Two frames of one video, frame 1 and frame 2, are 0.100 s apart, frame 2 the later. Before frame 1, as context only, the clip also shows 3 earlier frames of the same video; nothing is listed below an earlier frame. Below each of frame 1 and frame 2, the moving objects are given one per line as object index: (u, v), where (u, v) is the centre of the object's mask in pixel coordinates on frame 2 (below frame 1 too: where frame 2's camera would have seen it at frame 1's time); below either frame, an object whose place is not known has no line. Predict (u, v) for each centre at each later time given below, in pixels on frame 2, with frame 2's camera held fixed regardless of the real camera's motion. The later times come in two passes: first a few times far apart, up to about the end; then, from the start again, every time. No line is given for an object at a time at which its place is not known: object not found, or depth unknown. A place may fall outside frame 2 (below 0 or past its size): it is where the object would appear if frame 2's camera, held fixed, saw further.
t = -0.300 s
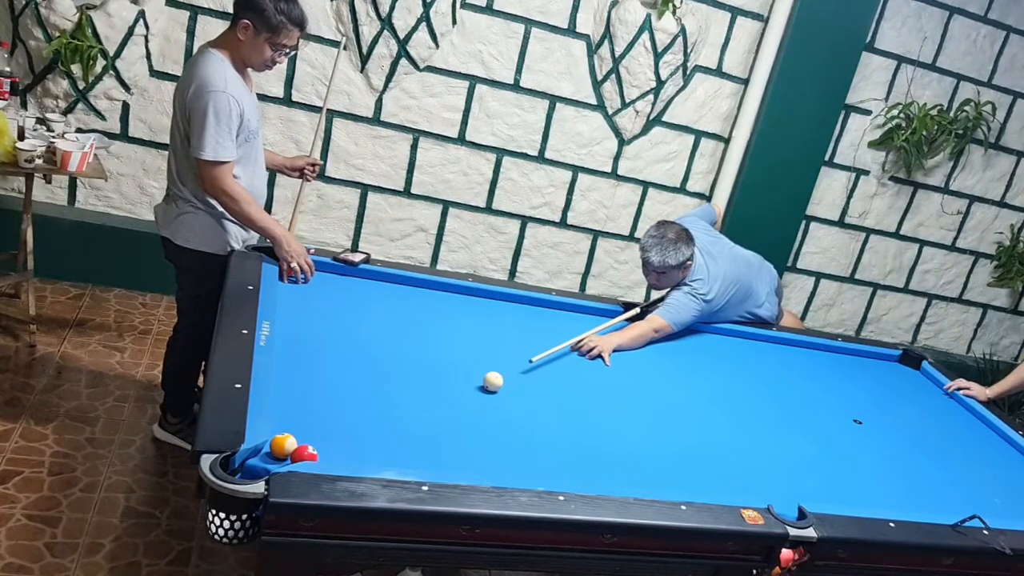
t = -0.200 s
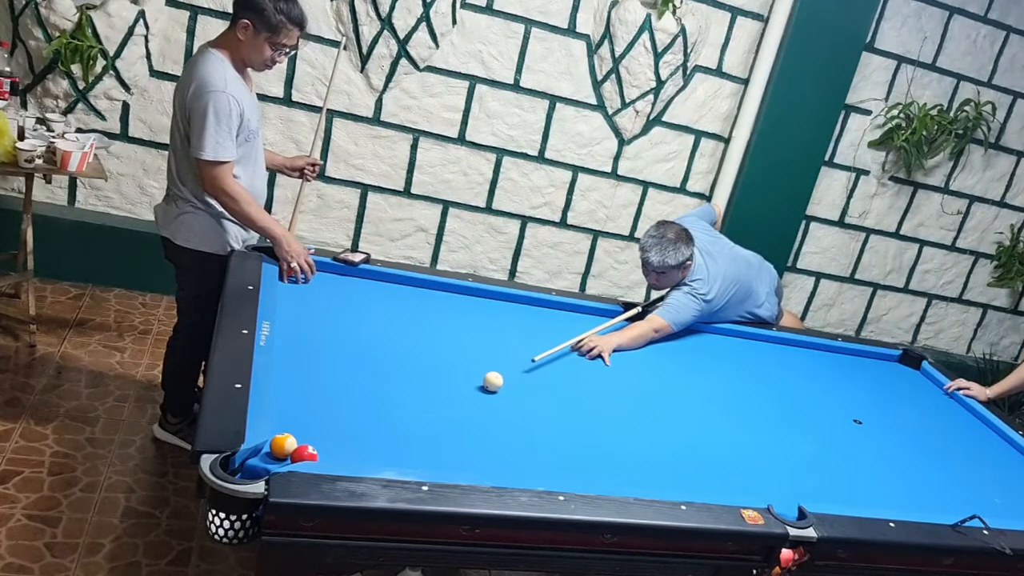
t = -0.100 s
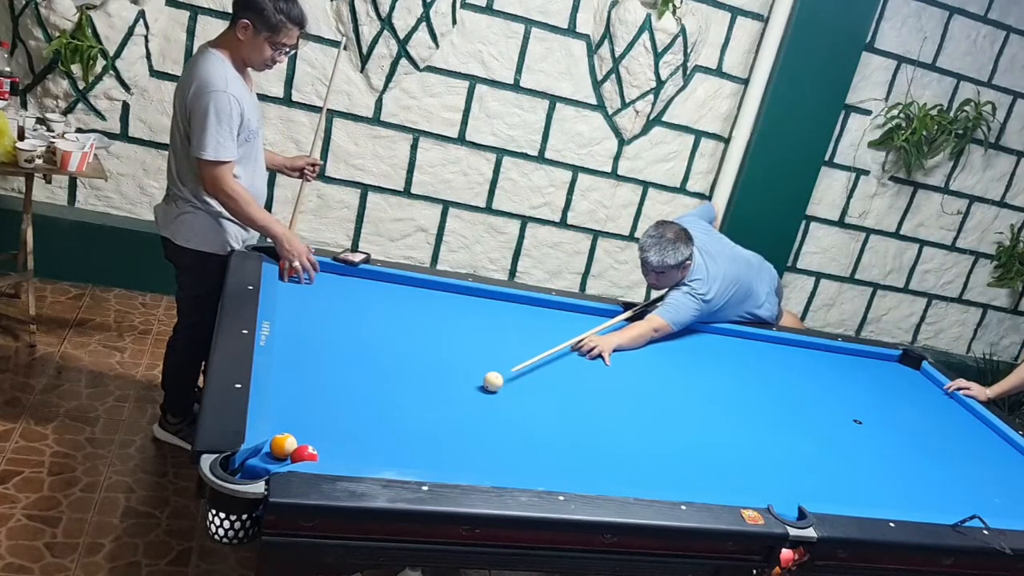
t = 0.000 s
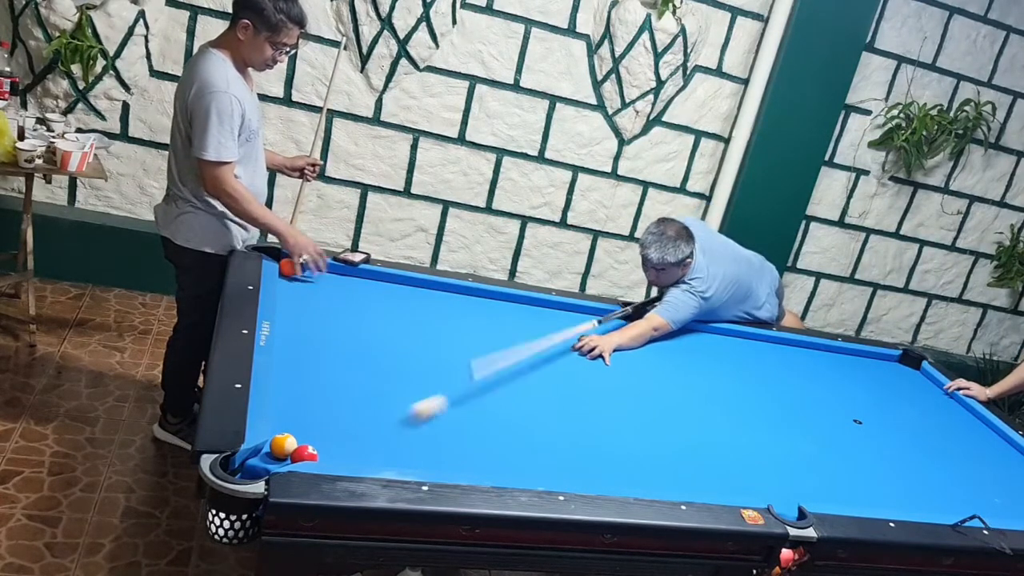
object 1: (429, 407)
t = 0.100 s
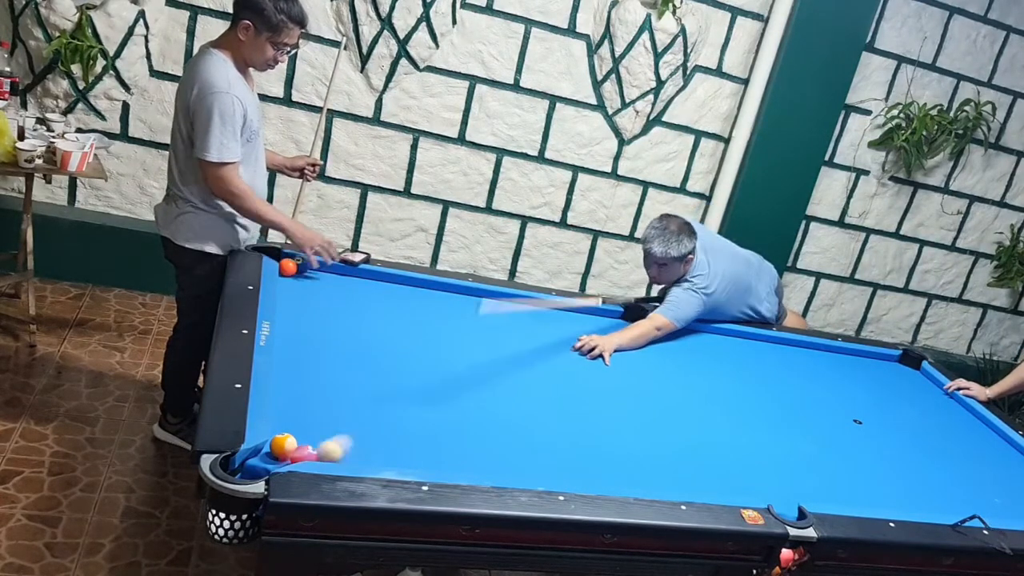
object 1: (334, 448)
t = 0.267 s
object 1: (360, 448)
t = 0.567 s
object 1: (367, 435)
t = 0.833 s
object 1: (361, 430)
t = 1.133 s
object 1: (356, 425)
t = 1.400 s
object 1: (353, 422)
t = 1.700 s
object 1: (351, 420)
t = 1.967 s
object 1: (351, 419)
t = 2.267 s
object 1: (351, 419)
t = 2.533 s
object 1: (351, 419)
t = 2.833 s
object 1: (351, 419)
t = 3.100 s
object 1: (351, 419)
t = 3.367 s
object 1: (351, 419)
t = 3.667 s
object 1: (351, 419)
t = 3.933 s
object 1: (351, 419)
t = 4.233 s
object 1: (351, 419)
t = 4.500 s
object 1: (351, 419)
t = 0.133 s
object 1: (334, 455)
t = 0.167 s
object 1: (342, 456)
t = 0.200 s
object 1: (349, 454)
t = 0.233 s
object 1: (355, 451)
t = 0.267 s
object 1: (360, 448)
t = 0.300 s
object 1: (364, 446)
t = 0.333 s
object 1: (367, 443)
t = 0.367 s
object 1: (369, 442)
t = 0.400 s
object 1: (370, 440)
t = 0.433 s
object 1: (370, 439)
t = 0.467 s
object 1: (369, 438)
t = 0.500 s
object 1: (369, 437)
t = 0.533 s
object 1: (368, 436)
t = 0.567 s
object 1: (367, 435)
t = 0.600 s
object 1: (366, 435)
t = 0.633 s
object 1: (365, 434)
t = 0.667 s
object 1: (364, 433)
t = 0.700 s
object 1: (363, 432)
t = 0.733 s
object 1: (363, 432)
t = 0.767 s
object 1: (362, 431)
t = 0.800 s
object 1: (361, 431)
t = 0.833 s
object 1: (361, 430)
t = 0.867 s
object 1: (360, 430)
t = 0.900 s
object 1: (359, 429)
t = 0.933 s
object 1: (359, 428)
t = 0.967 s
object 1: (358, 428)
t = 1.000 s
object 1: (357, 427)
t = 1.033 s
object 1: (357, 427)
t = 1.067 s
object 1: (356, 426)
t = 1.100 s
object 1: (356, 426)
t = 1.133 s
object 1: (356, 425)
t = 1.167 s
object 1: (355, 425)
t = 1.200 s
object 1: (354, 424)
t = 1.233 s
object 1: (354, 424)
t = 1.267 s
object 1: (354, 423)
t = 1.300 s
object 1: (354, 423)
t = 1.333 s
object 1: (353, 423)
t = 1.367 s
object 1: (353, 422)
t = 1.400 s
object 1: (353, 422)
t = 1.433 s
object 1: (352, 422)
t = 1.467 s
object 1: (352, 421)
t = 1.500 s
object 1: (352, 421)
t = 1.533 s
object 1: (352, 421)
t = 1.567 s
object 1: (352, 421)
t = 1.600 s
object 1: (351, 421)
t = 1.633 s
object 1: (351, 420)
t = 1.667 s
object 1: (351, 420)
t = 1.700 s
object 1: (351, 420)
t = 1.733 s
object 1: (351, 420)
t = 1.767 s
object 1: (351, 419)
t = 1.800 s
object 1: (351, 419)
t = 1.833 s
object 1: (351, 419)
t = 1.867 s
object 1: (351, 419)
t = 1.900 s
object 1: (351, 419)
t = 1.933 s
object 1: (351, 419)
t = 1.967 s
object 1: (351, 419)
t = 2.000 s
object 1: (351, 419)
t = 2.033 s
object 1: (351, 419)
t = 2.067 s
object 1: (351, 419)
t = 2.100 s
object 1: (351, 419)
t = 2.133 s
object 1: (351, 419)
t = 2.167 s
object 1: (351, 419)
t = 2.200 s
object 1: (351, 419)
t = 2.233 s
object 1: (351, 419)
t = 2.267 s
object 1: (351, 419)
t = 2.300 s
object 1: (351, 419)
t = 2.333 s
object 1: (351, 419)
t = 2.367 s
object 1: (351, 419)
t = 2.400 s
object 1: (351, 419)
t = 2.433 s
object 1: (351, 419)
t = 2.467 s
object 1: (351, 419)
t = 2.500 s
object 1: (351, 419)
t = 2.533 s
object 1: (351, 419)
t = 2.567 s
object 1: (351, 419)
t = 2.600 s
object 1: (351, 419)
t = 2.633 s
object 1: (351, 419)
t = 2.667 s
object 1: (351, 419)
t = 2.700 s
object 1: (351, 419)
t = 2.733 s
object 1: (351, 419)
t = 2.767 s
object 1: (351, 419)
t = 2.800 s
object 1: (351, 419)
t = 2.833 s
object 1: (351, 419)
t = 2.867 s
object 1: (351, 419)
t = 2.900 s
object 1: (351, 419)
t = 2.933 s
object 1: (351, 419)
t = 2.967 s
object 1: (351, 419)
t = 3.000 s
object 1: (351, 419)
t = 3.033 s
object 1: (351, 419)
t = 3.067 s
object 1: (351, 419)
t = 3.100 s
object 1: (351, 419)
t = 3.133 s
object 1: (351, 419)
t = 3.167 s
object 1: (351, 419)
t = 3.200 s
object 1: (351, 419)
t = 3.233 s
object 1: (351, 419)
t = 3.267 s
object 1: (351, 419)
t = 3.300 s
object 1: (351, 419)
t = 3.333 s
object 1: (351, 419)
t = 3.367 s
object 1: (351, 419)
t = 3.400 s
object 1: (351, 419)
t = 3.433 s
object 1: (351, 419)
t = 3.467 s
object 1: (351, 419)
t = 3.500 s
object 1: (351, 419)
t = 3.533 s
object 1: (351, 419)
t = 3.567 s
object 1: (351, 419)
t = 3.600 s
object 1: (351, 419)
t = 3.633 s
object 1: (351, 419)
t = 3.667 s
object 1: (351, 419)
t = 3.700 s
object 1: (351, 419)
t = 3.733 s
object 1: (351, 419)
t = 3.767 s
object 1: (352, 419)
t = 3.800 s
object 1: (351, 419)
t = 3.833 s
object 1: (351, 419)
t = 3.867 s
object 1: (351, 419)
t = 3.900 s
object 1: (351, 419)
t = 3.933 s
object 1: (351, 419)
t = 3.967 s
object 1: (351, 419)
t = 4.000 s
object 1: (351, 419)
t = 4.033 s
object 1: (351, 419)
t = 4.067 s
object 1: (351, 419)
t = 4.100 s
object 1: (351, 419)
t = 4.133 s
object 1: (351, 419)
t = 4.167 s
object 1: (351, 419)
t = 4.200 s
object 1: (351, 419)
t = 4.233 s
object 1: (351, 419)
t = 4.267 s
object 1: (351, 419)
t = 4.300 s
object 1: (351, 419)
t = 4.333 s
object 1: (351, 419)
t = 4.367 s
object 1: (351, 419)
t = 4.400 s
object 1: (351, 419)
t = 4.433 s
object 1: (351, 419)
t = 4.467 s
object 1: (351, 419)
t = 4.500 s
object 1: (351, 419)
